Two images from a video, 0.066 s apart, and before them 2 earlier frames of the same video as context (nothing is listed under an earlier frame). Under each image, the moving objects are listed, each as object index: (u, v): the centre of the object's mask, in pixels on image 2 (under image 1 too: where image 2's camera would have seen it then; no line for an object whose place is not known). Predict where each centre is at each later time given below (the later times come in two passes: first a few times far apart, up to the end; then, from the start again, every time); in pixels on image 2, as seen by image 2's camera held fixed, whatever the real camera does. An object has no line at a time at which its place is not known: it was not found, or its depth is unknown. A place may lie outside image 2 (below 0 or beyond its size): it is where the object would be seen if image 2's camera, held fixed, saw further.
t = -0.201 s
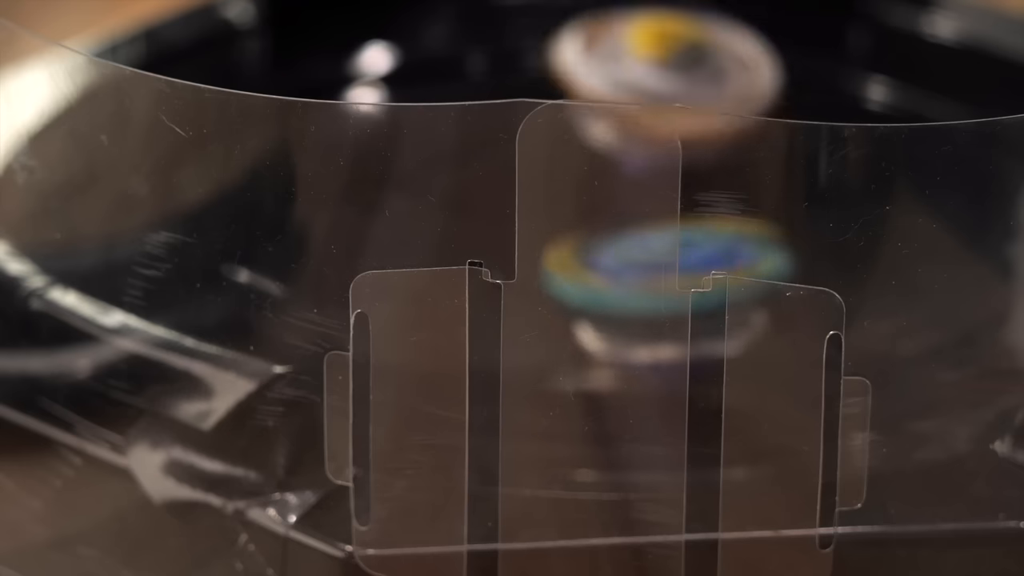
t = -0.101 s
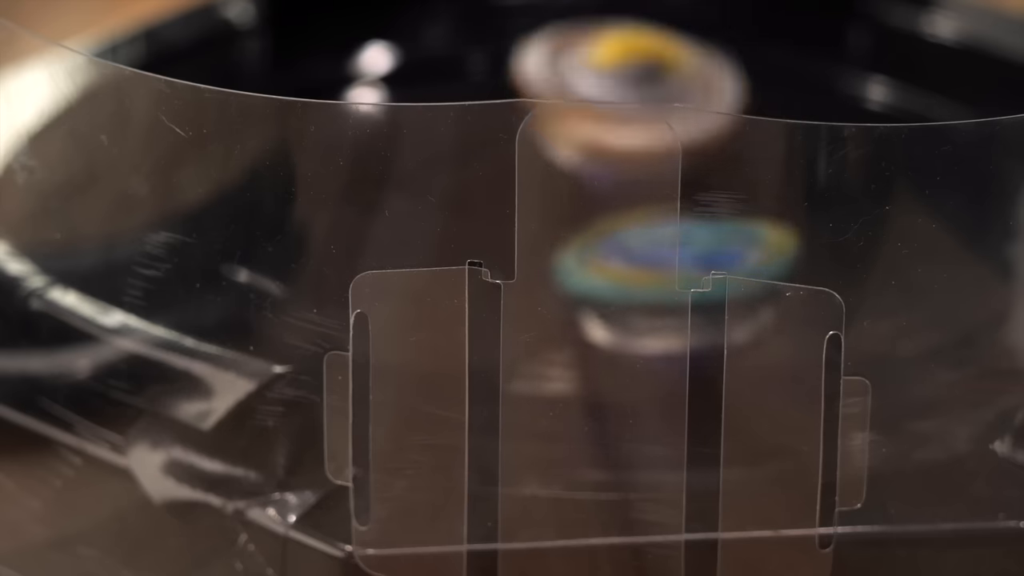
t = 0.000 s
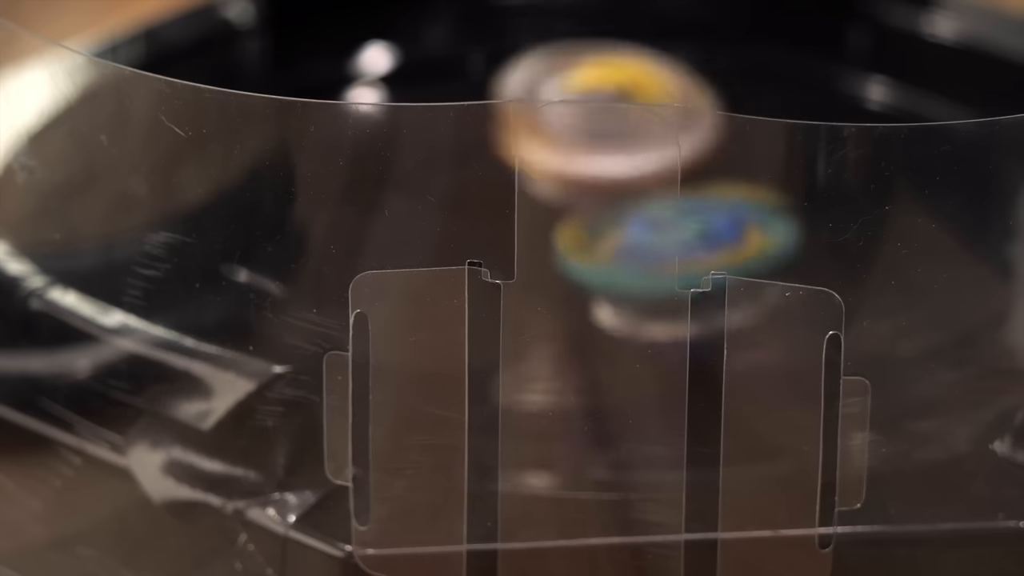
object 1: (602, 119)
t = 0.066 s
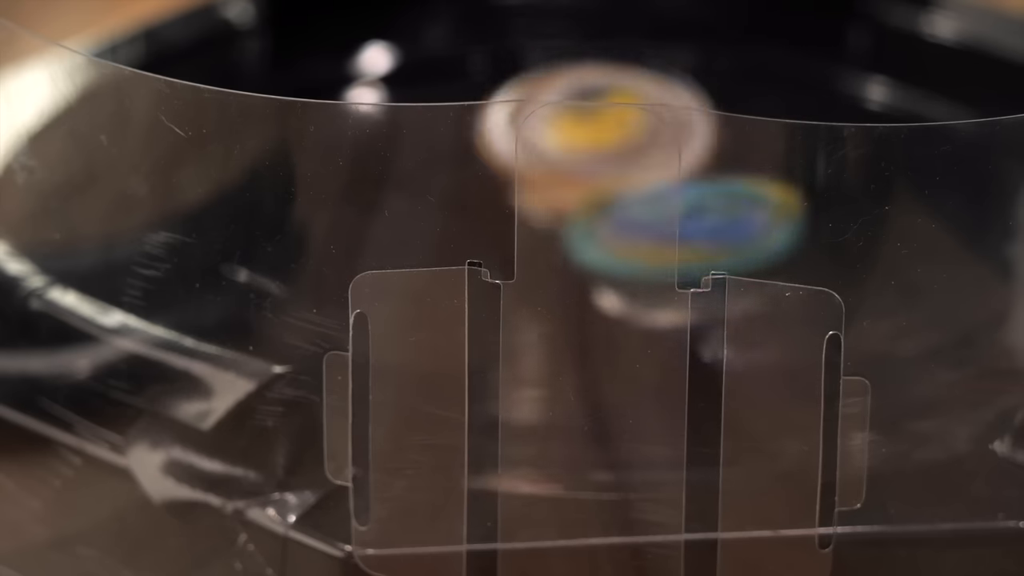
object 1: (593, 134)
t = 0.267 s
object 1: (542, 112)
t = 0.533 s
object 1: (534, 140)
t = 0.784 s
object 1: (429, 91)
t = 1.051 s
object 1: (331, 93)
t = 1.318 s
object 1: (436, 148)
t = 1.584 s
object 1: (559, 194)
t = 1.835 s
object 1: (563, 191)
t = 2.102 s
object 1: (504, 171)
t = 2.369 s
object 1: (496, 171)
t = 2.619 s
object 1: (517, 185)
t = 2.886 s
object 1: (522, 152)
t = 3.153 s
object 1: (597, 182)
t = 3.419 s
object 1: (627, 172)
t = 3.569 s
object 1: (618, 174)
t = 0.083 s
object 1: (587, 130)
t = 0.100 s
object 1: (573, 127)
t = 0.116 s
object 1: (572, 123)
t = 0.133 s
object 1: (567, 121)
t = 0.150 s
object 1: (561, 121)
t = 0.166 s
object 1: (550, 108)
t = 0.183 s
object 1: (541, 105)
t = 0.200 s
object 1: (543, 109)
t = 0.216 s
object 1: (545, 108)
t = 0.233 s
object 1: (539, 109)
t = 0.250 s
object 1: (542, 112)
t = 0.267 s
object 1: (542, 112)
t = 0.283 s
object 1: (537, 116)
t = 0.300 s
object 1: (540, 115)
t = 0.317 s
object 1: (538, 118)
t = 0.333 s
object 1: (536, 121)
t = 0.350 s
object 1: (538, 122)
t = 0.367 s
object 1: (534, 124)
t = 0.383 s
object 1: (536, 126)
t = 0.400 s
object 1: (537, 127)
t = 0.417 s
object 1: (533, 130)
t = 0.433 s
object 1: (536, 131)
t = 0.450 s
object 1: (536, 132)
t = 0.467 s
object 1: (532, 135)
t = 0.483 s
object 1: (535, 136)
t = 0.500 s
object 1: (532, 137)
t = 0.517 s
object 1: (532, 140)
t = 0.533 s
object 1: (534, 140)
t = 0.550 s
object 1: (527, 141)
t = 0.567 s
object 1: (531, 143)
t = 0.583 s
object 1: (530, 145)
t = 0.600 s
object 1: (525, 147)
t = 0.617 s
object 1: (526, 144)
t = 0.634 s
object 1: (519, 145)
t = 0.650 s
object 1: (520, 149)
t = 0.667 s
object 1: (521, 148)
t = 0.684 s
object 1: (513, 151)
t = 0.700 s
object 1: (511, 148)
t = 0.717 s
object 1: (495, 136)
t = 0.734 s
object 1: (482, 125)
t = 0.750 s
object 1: (461, 112)
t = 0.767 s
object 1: (439, 101)
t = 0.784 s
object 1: (429, 91)
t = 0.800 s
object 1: (406, 82)
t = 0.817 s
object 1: (397, 79)
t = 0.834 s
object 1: (379, 72)
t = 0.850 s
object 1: (365, 70)
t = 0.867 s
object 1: (348, 58)
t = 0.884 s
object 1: (331, 59)
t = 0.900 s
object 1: (329, 66)
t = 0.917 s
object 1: (316, 67)
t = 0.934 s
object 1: (319, 72)
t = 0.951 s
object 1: (311, 71)
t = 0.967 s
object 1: (316, 75)
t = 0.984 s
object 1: (315, 78)
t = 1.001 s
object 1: (317, 81)
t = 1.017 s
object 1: (323, 84)
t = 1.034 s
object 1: (321, 87)
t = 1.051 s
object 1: (331, 93)
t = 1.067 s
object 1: (332, 95)
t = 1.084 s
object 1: (343, 99)
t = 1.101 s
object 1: (346, 106)
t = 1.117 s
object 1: (358, 116)
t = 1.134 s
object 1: (370, 122)
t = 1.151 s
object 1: (379, 125)
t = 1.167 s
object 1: (392, 136)
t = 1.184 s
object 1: (396, 140)
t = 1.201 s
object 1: (414, 151)
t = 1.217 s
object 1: (419, 157)
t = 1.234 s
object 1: (433, 166)
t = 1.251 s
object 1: (429, 159)
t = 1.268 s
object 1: (429, 156)
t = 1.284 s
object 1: (430, 151)
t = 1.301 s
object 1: (429, 152)
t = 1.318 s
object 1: (436, 148)
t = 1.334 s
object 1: (441, 150)
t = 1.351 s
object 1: (446, 145)
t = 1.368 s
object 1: (452, 146)
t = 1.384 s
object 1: (463, 148)
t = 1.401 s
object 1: (465, 150)
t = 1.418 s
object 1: (476, 153)
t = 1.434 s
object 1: (474, 154)
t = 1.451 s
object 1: (487, 156)
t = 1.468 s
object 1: (487, 160)
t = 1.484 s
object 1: (501, 164)
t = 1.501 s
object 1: (501, 170)
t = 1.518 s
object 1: (518, 177)
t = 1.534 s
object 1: (520, 182)
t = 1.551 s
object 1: (538, 185)
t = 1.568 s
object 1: (541, 191)
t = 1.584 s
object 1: (559, 194)
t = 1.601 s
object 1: (555, 199)
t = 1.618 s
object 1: (561, 195)
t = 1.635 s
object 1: (553, 197)
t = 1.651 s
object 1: (560, 195)
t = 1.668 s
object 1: (553, 197)
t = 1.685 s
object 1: (562, 192)
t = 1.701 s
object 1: (556, 196)
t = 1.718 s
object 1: (563, 188)
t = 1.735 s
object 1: (557, 192)
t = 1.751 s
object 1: (564, 188)
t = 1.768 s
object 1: (560, 197)
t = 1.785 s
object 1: (562, 187)
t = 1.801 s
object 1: (561, 190)
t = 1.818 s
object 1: (562, 188)
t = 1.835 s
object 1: (563, 191)
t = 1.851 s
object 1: (563, 188)
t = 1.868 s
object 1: (569, 188)
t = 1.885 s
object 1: (565, 186)
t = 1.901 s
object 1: (568, 184)
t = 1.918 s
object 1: (555, 178)
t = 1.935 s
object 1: (559, 176)
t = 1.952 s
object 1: (543, 172)
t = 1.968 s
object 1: (548, 170)
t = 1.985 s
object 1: (528, 176)
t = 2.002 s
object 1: (537, 167)
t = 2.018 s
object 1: (526, 165)
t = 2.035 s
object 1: (523, 162)
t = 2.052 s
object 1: (524, 166)
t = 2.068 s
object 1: (513, 161)
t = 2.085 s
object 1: (519, 163)
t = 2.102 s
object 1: (504, 171)
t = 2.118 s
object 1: (510, 172)
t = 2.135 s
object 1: (505, 170)
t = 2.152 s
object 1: (508, 168)
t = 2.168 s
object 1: (506, 171)
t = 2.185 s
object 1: (508, 169)
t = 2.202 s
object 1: (508, 174)
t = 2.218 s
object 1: (506, 171)
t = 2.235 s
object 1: (510, 175)
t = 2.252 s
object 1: (504, 175)
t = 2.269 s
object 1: (513, 174)
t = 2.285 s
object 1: (506, 179)
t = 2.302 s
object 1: (513, 177)
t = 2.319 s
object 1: (515, 182)
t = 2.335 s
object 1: (511, 179)
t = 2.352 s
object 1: (508, 176)
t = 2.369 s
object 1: (496, 171)
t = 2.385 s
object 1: (498, 166)
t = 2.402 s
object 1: (495, 163)
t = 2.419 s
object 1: (490, 158)
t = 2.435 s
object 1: (499, 161)
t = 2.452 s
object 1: (496, 159)
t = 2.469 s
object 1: (507, 160)
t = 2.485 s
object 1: (511, 162)
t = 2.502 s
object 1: (511, 162)
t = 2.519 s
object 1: (520, 170)
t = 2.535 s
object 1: (516, 171)
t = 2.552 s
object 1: (524, 173)
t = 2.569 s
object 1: (525, 179)
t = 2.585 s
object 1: (521, 177)
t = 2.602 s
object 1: (526, 183)
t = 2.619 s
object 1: (517, 185)
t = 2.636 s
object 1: (525, 185)
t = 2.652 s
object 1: (526, 191)
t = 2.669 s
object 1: (524, 190)
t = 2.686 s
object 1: (536, 195)
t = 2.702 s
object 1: (531, 199)
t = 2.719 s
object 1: (539, 198)
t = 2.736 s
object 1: (539, 192)
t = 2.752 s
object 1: (527, 194)
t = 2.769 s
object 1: (515, 182)
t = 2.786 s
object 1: (520, 176)
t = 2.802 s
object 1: (520, 176)
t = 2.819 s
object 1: (515, 165)
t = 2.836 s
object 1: (514, 163)
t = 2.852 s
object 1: (522, 157)
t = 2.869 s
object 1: (523, 158)
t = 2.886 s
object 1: (522, 152)
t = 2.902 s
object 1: (523, 148)
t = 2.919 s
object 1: (533, 151)
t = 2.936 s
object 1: (533, 157)
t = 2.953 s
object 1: (533, 153)
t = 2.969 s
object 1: (537, 152)
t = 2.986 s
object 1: (545, 154)
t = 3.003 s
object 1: (547, 160)
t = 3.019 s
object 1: (550, 158)
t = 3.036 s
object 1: (552, 158)
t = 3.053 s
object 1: (561, 162)
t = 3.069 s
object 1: (565, 169)
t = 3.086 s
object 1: (568, 169)
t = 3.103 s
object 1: (572, 169)
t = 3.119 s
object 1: (583, 174)
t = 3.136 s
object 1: (592, 180)
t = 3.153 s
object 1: (597, 182)
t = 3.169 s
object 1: (600, 182)
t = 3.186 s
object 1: (608, 183)
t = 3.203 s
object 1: (610, 181)
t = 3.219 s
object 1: (610, 178)
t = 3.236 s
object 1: (618, 193)
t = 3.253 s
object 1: (620, 192)
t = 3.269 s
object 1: (620, 189)
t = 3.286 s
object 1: (626, 185)
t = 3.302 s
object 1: (630, 184)
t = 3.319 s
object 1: (630, 184)
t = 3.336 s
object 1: (632, 183)
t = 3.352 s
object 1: (630, 183)
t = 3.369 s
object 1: (631, 181)
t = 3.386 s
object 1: (630, 179)
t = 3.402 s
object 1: (628, 176)
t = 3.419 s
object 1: (627, 172)
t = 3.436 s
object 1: (629, 171)
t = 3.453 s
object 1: (631, 172)
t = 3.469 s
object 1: (632, 173)
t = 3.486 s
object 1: (631, 174)
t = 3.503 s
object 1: (630, 173)
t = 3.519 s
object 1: (630, 171)
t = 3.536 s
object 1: (627, 175)
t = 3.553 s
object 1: (622, 175)
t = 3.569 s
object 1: (618, 174)
